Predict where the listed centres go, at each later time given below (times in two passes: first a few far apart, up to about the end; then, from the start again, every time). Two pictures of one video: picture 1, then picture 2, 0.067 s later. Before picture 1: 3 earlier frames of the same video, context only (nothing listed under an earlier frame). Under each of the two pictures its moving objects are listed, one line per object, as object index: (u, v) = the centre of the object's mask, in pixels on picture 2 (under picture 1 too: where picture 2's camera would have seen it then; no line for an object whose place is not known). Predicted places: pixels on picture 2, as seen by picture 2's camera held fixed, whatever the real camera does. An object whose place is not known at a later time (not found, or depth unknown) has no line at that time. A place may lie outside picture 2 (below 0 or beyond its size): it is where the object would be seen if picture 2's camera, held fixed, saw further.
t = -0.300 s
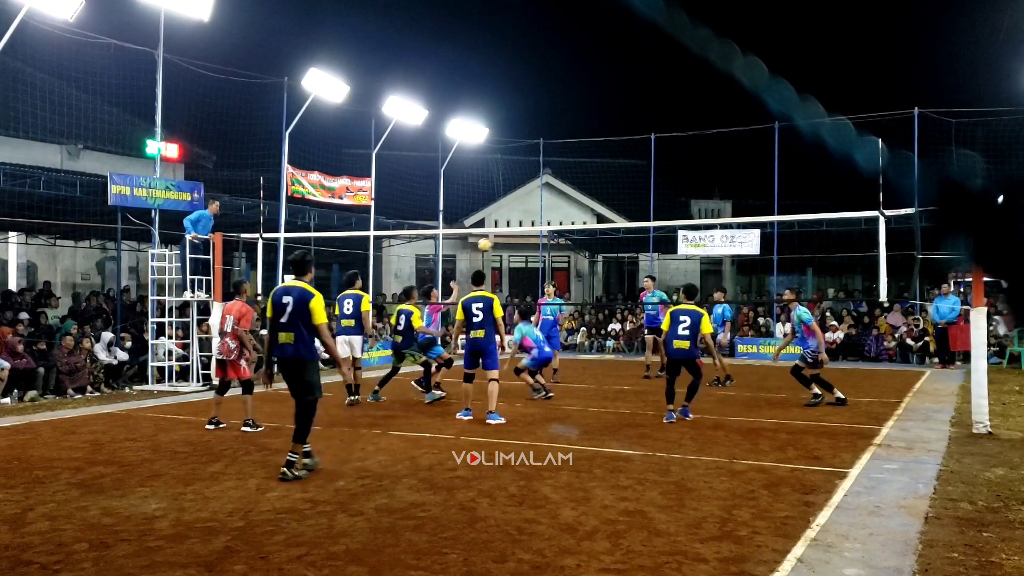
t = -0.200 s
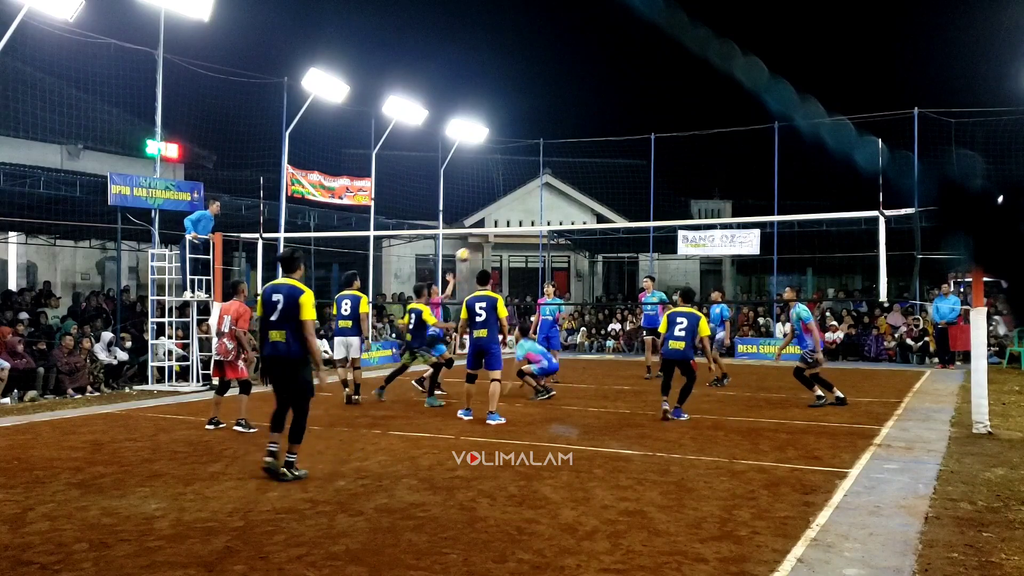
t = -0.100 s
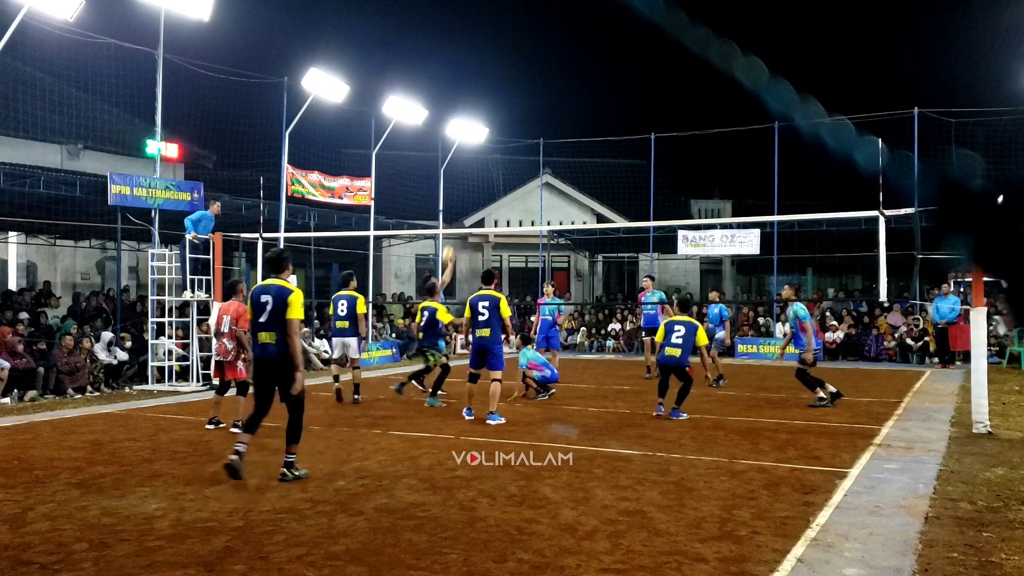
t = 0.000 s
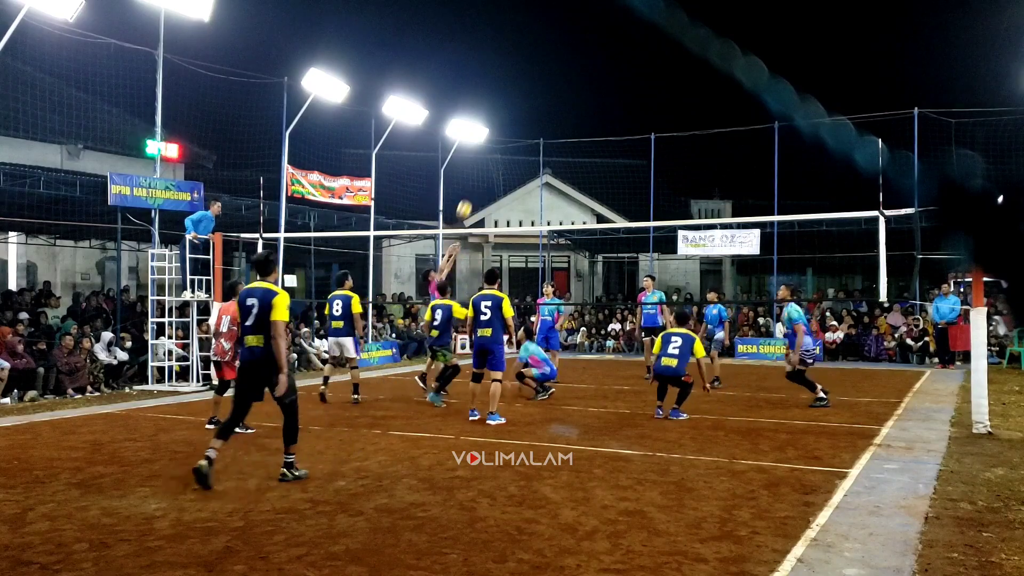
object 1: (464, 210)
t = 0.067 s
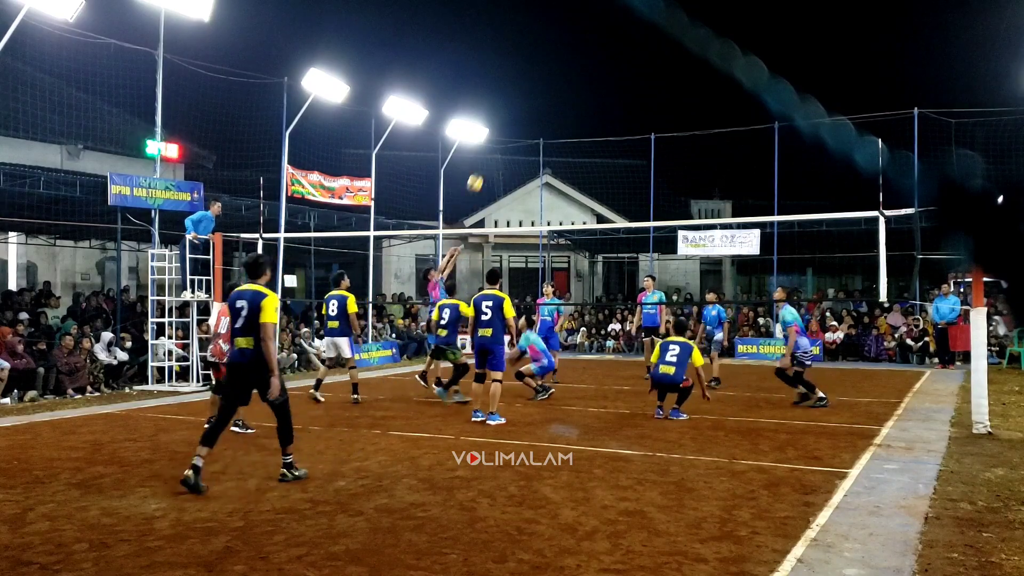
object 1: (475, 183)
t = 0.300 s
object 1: (514, 113)
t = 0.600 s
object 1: (565, 77)
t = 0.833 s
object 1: (605, 91)
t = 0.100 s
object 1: (480, 171)
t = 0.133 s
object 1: (486, 160)
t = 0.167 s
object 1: (491, 149)
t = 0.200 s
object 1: (497, 139)
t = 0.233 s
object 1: (502, 129)
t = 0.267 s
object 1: (508, 121)
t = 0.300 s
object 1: (514, 113)
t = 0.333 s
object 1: (519, 106)
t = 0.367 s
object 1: (525, 99)
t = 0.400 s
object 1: (531, 94)
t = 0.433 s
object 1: (536, 89)
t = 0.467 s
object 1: (542, 85)
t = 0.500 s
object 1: (548, 82)
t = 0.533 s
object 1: (554, 79)
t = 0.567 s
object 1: (559, 78)
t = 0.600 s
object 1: (565, 77)
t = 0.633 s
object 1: (571, 76)
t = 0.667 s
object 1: (576, 77)
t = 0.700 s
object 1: (582, 78)
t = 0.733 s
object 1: (588, 80)
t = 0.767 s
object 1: (594, 83)
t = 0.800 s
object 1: (600, 87)
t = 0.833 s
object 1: (605, 91)
